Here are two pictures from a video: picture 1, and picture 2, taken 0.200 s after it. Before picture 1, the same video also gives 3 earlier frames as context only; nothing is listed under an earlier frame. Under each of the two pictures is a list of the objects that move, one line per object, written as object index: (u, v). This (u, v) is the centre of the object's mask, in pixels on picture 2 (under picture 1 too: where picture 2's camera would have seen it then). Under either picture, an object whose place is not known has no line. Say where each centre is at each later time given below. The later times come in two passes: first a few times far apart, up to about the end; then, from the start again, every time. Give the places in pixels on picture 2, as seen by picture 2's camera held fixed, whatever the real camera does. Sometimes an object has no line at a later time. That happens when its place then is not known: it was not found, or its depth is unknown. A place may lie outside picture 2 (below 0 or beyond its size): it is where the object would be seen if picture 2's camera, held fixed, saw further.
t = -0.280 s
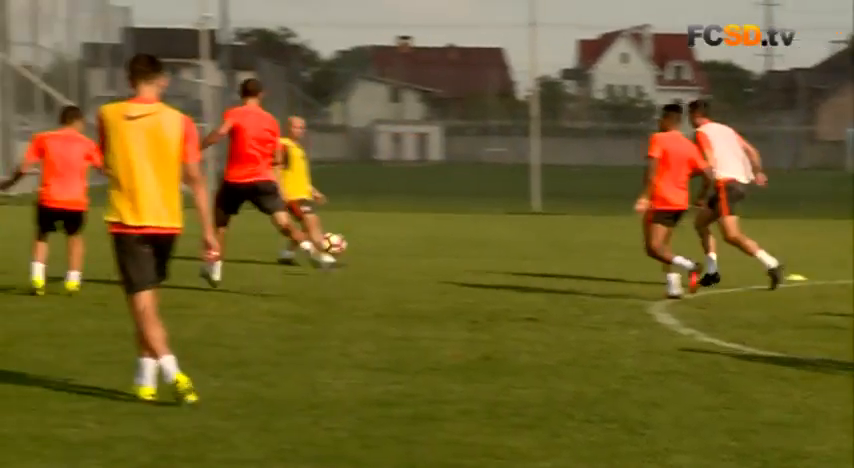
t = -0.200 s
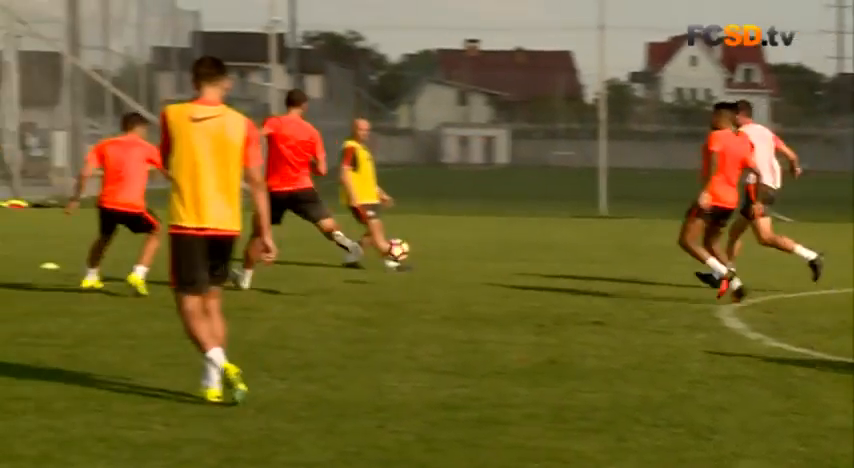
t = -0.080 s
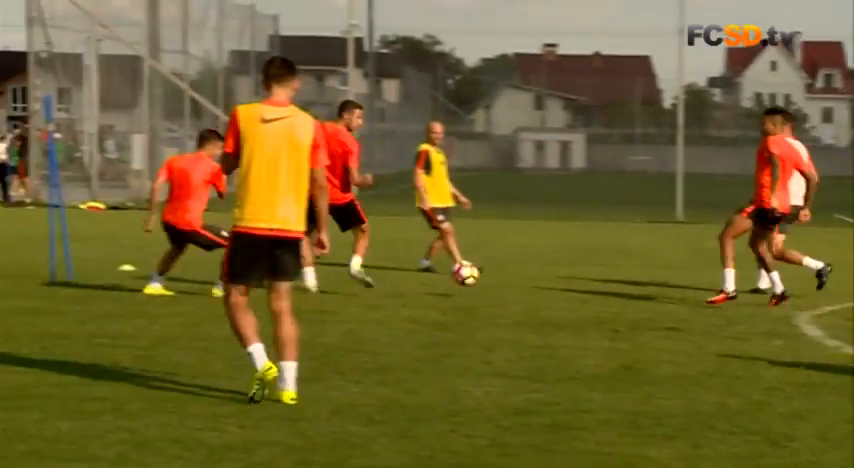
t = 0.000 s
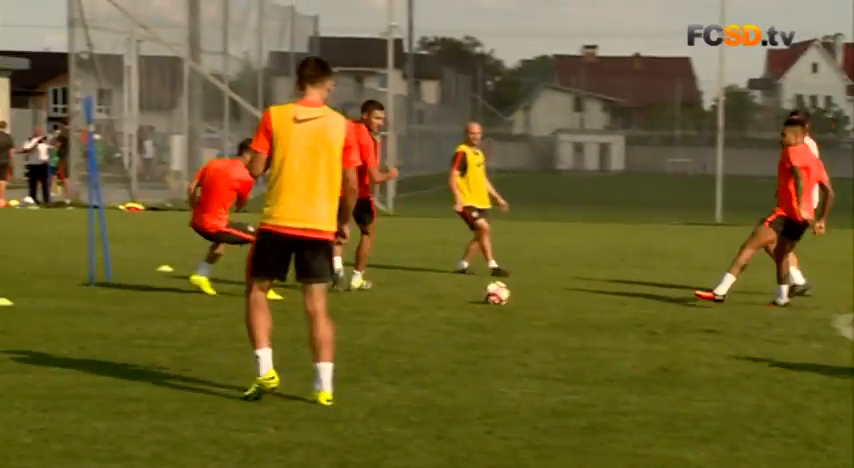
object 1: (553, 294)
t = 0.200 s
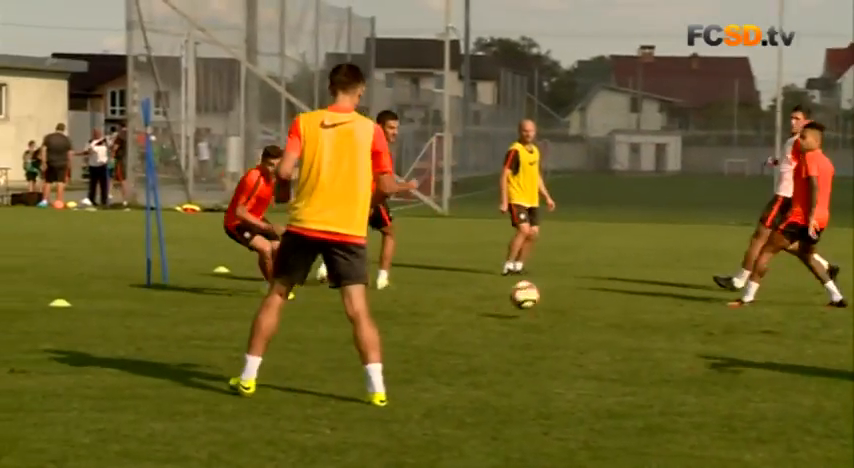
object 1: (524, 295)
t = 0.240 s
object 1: (517, 301)
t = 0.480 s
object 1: (467, 310)
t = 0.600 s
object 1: (435, 331)
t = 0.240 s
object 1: (517, 301)
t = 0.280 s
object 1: (510, 310)
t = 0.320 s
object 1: (502, 315)
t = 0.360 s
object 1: (494, 310)
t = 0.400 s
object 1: (486, 308)
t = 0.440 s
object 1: (476, 308)
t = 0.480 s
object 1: (467, 310)
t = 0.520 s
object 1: (457, 315)
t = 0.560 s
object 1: (445, 322)
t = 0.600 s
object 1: (435, 331)
